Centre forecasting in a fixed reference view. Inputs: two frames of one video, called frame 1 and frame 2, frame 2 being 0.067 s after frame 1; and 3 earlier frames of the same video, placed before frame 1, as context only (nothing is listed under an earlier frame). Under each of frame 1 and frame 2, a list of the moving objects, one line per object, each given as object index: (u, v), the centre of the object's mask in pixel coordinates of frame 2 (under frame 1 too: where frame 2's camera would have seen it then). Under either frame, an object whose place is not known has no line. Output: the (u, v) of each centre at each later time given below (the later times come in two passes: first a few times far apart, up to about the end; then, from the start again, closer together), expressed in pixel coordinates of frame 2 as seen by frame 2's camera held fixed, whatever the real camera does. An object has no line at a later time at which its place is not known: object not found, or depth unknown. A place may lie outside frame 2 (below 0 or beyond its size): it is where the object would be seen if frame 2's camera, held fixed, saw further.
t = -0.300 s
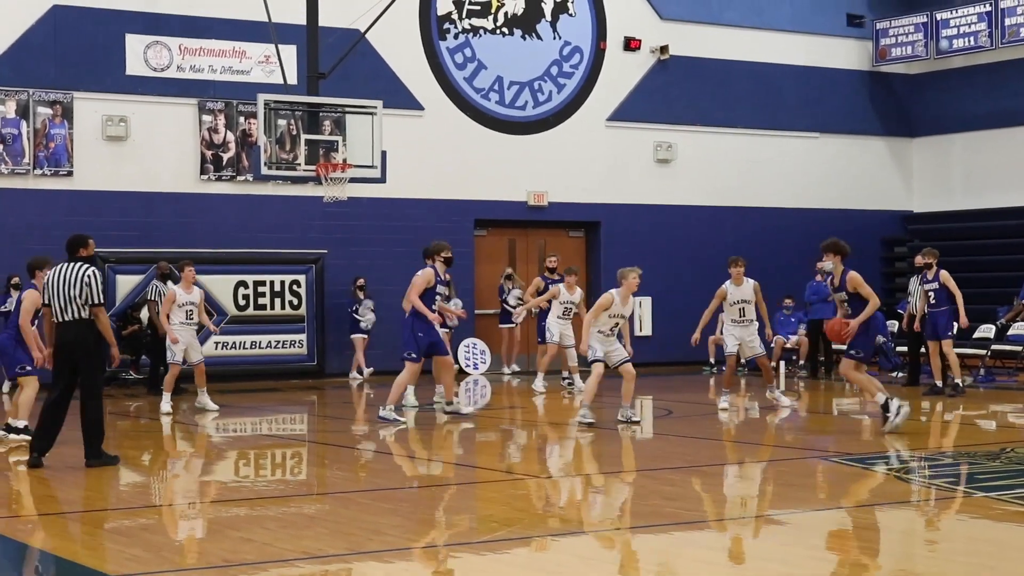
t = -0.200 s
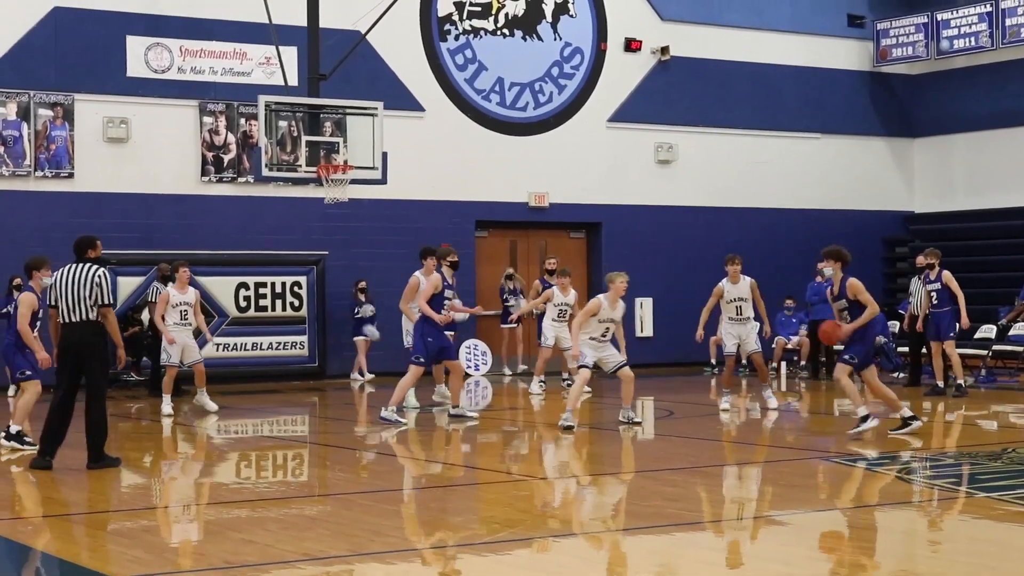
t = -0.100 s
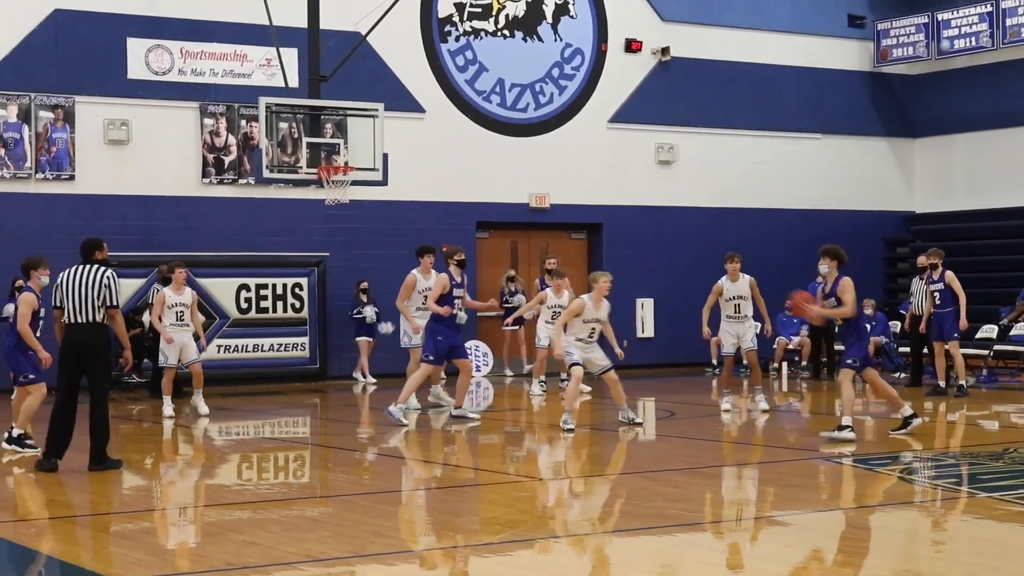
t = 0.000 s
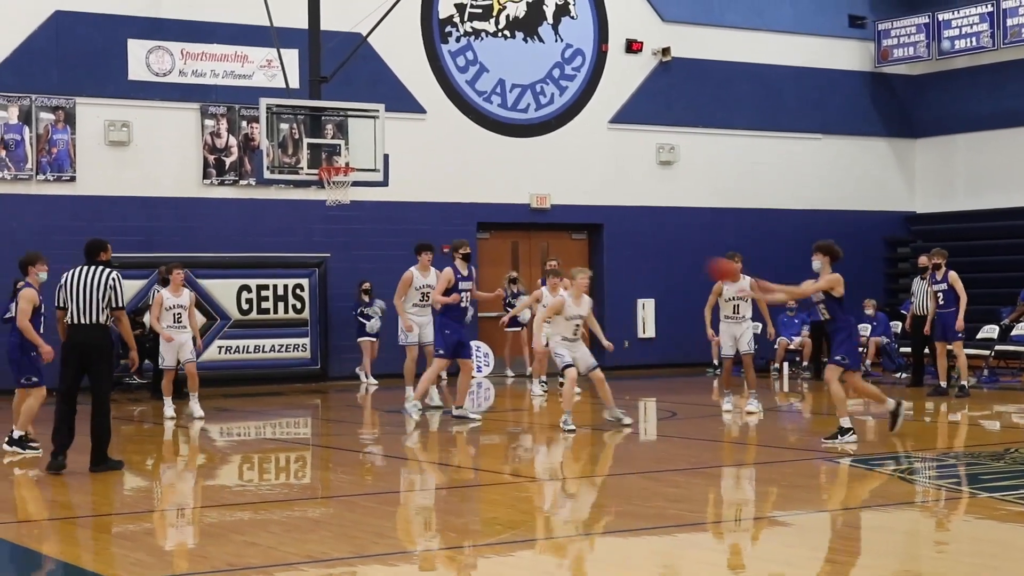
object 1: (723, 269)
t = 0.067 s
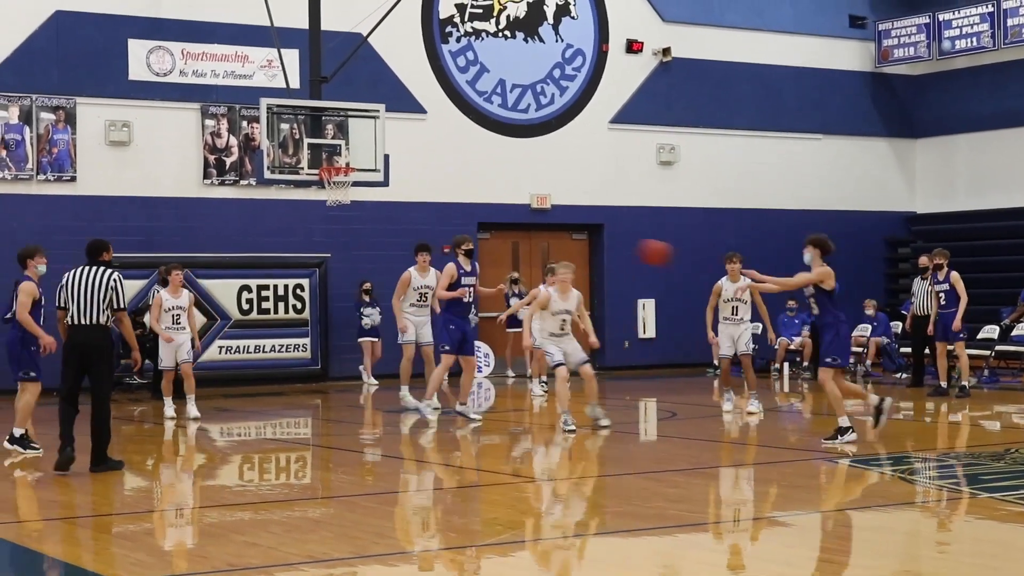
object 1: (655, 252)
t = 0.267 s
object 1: (444, 221)
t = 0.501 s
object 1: (197, 235)
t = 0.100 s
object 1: (620, 244)
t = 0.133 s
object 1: (587, 237)
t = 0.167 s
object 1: (550, 232)
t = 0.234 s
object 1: (480, 223)
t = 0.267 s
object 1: (444, 221)
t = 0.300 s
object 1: (409, 220)
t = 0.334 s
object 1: (375, 220)
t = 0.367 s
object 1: (339, 221)
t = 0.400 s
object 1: (303, 223)
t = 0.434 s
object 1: (269, 226)
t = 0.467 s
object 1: (233, 229)
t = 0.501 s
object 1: (197, 235)
